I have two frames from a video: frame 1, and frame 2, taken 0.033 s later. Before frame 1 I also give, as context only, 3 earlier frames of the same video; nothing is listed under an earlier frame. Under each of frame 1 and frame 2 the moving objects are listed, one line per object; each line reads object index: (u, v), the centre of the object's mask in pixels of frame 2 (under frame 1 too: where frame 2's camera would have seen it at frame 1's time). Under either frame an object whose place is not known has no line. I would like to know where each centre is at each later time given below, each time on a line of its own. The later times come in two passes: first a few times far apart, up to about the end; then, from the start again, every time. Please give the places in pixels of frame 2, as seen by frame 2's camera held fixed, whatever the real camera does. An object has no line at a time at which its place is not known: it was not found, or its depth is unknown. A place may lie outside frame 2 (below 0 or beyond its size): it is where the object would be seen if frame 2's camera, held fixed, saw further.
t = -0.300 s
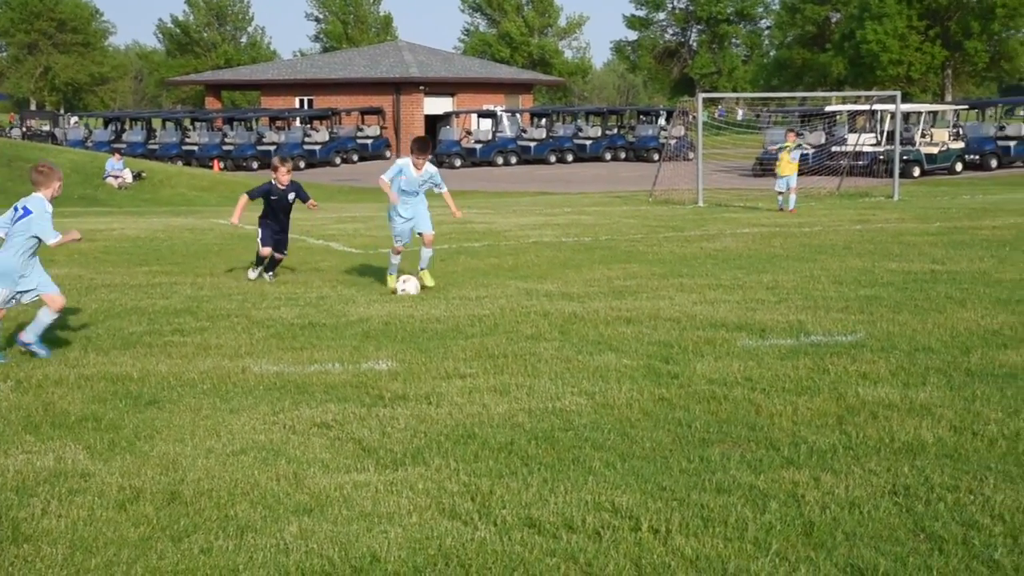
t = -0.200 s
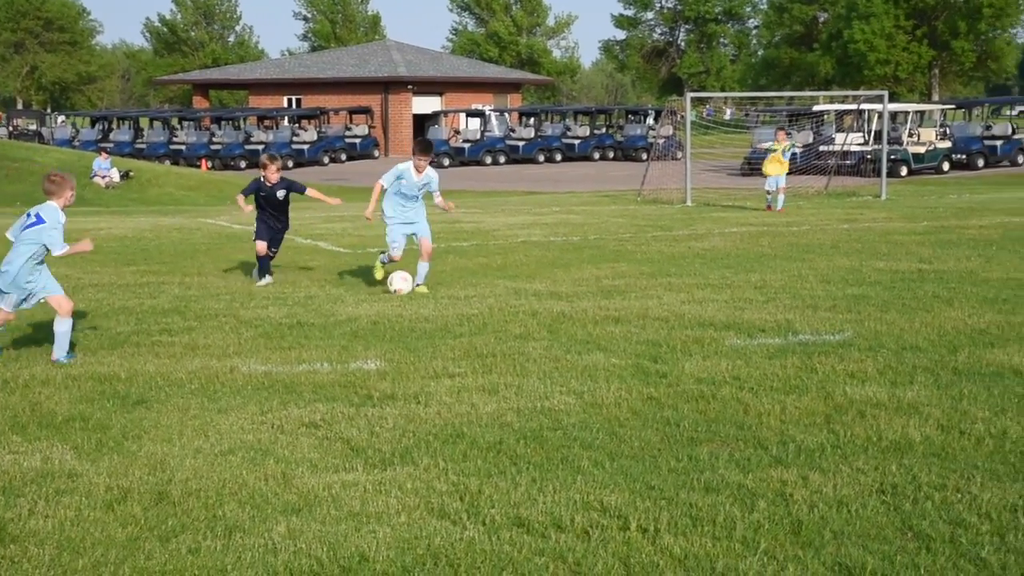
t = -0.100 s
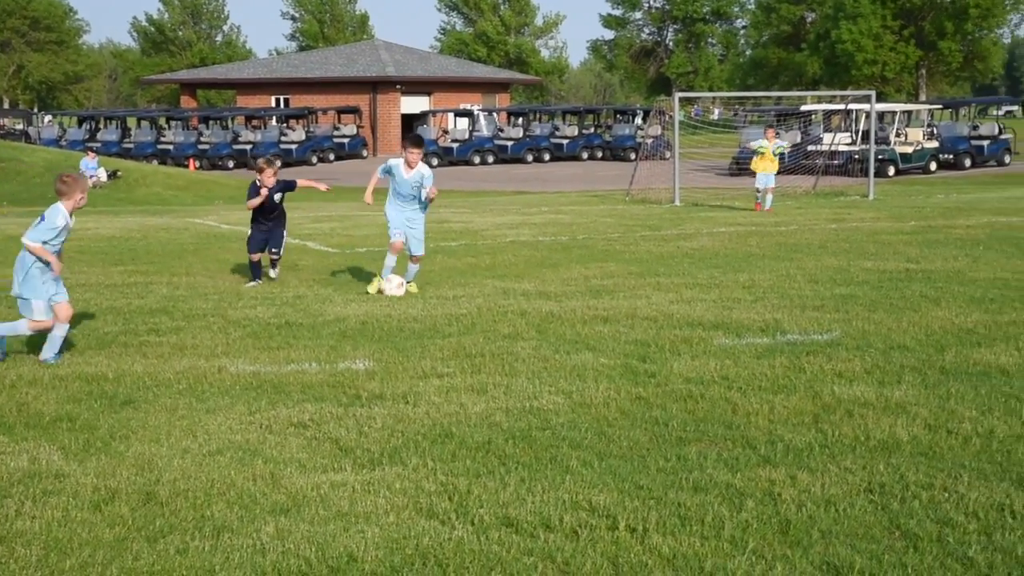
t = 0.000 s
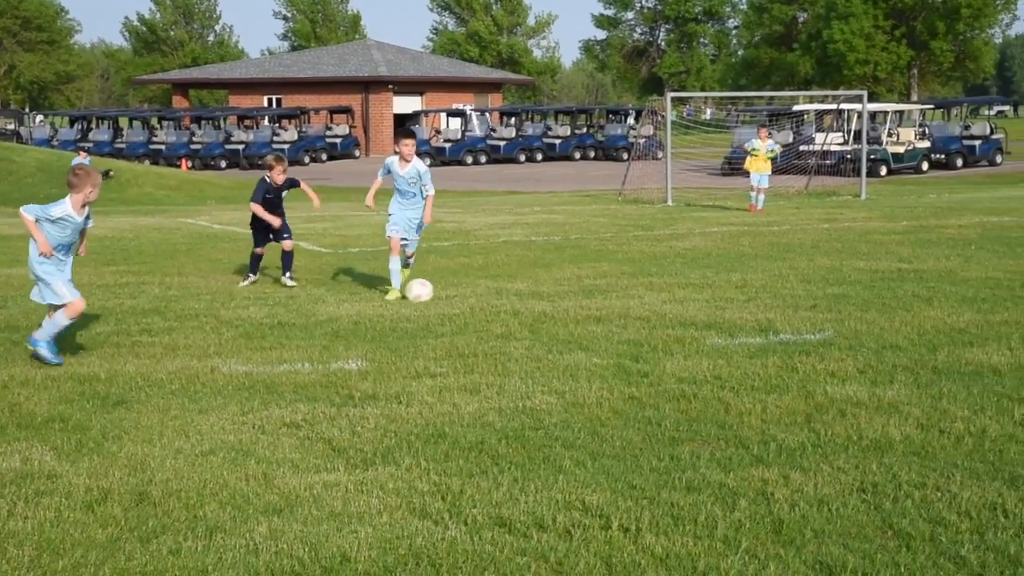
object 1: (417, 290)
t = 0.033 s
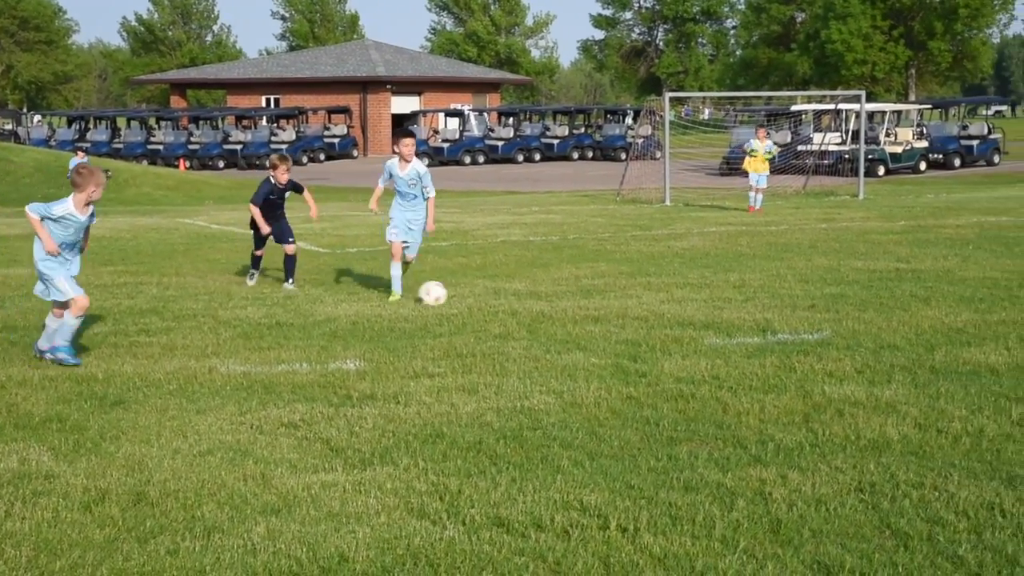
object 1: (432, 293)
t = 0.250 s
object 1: (526, 308)
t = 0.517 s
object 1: (620, 315)
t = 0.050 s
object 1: (440, 294)
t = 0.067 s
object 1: (447, 295)
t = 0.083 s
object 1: (455, 296)
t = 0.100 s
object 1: (462, 298)
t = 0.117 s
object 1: (469, 299)
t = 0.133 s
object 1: (477, 300)
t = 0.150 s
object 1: (484, 301)
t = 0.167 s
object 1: (491, 303)
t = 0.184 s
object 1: (498, 304)
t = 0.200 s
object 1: (506, 306)
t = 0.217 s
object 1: (512, 307)
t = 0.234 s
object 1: (519, 308)
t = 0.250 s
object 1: (526, 308)
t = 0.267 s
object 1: (532, 309)
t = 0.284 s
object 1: (539, 311)
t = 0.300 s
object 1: (546, 311)
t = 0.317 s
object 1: (553, 313)
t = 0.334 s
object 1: (559, 315)
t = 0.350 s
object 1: (566, 316)
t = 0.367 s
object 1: (573, 317)
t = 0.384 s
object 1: (579, 318)
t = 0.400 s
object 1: (584, 318)
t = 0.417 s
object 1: (589, 318)
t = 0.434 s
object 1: (594, 317)
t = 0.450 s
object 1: (599, 316)
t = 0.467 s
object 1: (605, 315)
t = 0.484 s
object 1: (609, 315)
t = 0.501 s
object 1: (614, 315)
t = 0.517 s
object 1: (620, 315)
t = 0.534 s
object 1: (625, 316)
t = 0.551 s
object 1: (630, 318)
